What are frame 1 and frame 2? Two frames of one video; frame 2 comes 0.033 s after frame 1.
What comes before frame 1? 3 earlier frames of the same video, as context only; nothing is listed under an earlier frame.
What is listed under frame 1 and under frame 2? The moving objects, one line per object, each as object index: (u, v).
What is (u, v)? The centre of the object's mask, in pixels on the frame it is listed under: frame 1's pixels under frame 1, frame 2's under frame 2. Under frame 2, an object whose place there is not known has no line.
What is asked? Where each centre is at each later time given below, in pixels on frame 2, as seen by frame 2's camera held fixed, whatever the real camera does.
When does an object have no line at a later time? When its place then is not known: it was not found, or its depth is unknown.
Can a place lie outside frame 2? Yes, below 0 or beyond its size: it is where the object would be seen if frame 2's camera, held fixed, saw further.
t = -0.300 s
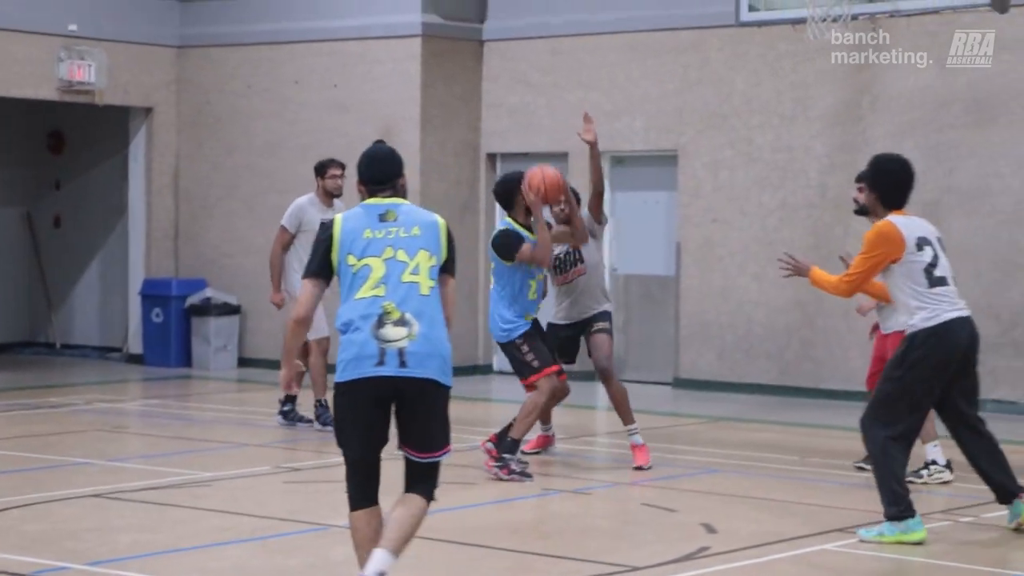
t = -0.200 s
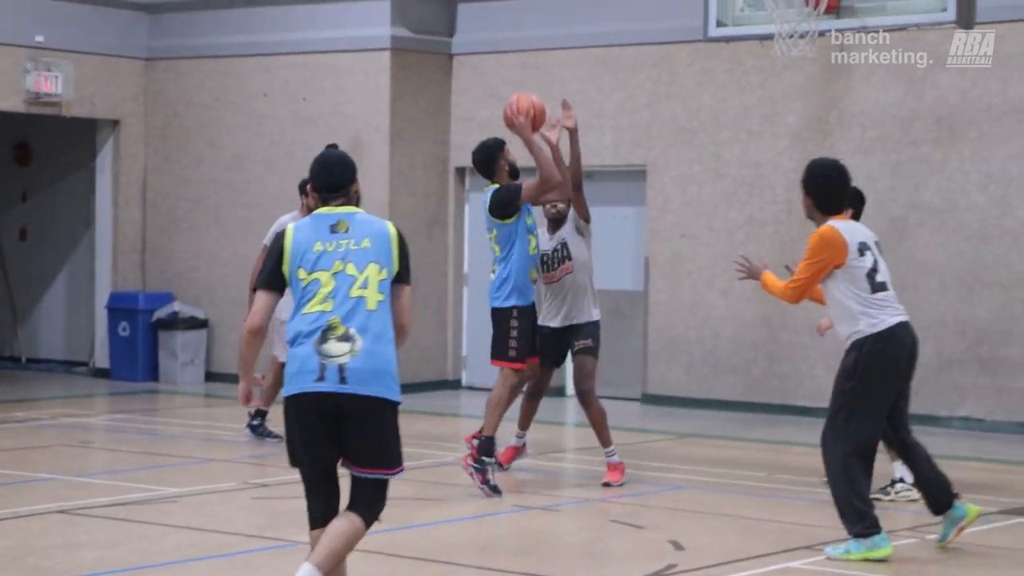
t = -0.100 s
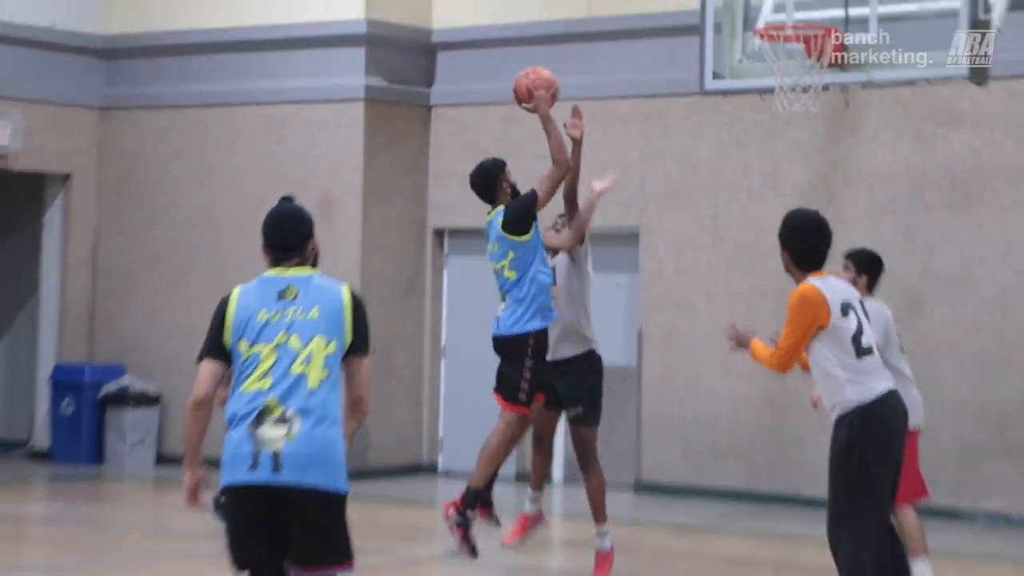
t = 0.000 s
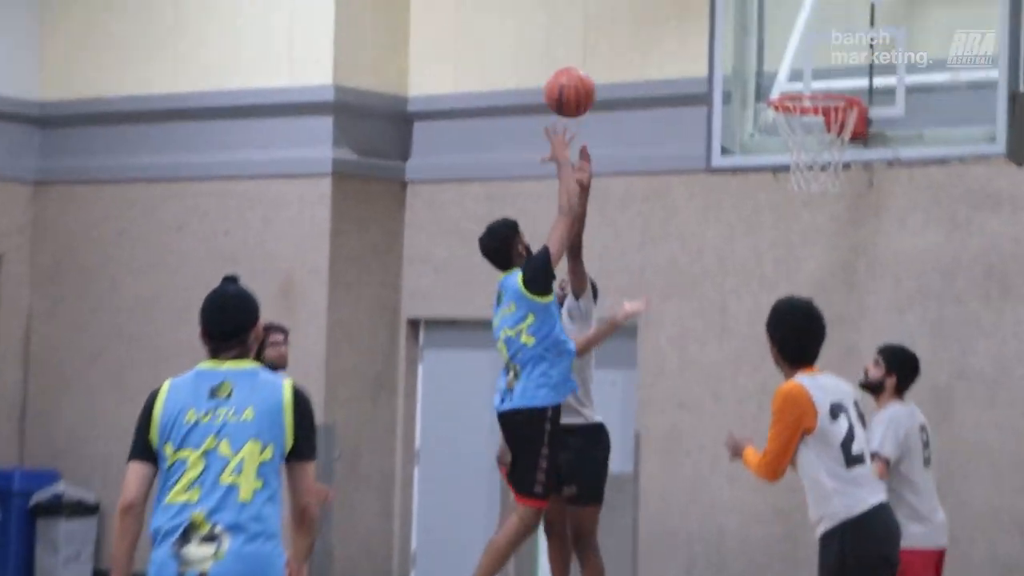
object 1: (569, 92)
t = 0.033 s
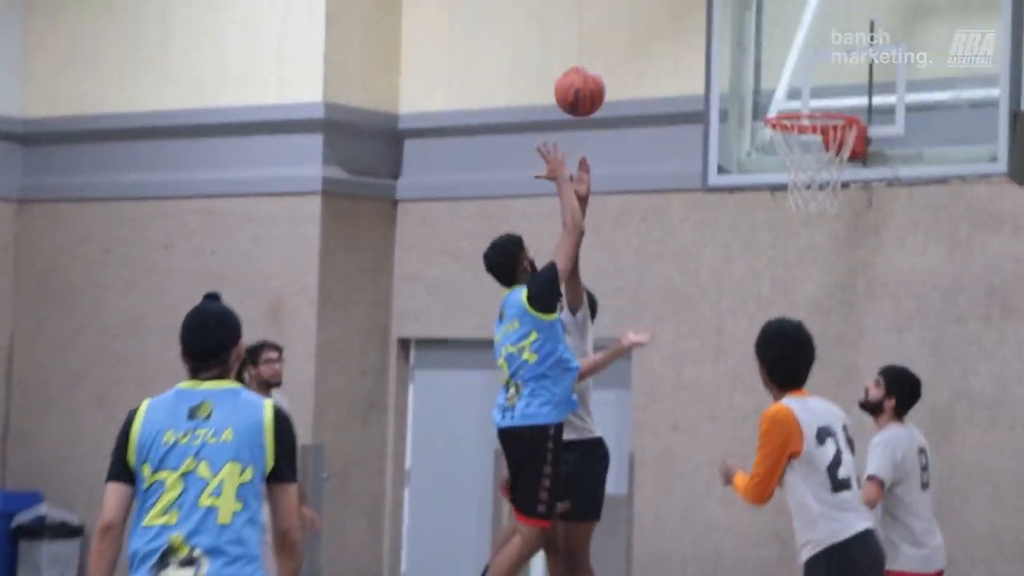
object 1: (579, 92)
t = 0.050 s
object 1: (586, 83)
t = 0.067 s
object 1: (594, 76)
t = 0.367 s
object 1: (723, 33)
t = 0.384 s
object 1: (729, 35)
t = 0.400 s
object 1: (737, 39)
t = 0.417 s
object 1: (744, 43)
